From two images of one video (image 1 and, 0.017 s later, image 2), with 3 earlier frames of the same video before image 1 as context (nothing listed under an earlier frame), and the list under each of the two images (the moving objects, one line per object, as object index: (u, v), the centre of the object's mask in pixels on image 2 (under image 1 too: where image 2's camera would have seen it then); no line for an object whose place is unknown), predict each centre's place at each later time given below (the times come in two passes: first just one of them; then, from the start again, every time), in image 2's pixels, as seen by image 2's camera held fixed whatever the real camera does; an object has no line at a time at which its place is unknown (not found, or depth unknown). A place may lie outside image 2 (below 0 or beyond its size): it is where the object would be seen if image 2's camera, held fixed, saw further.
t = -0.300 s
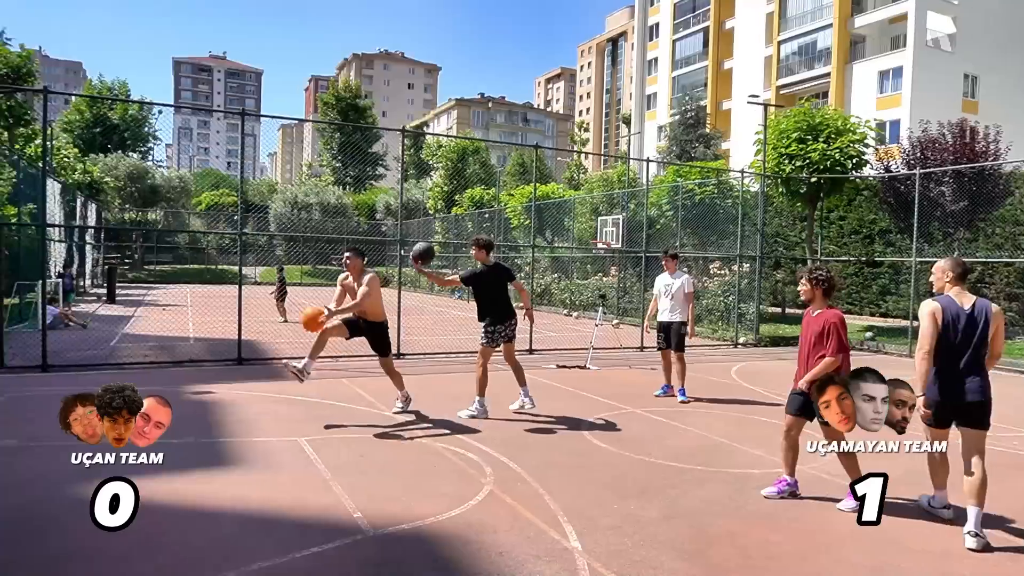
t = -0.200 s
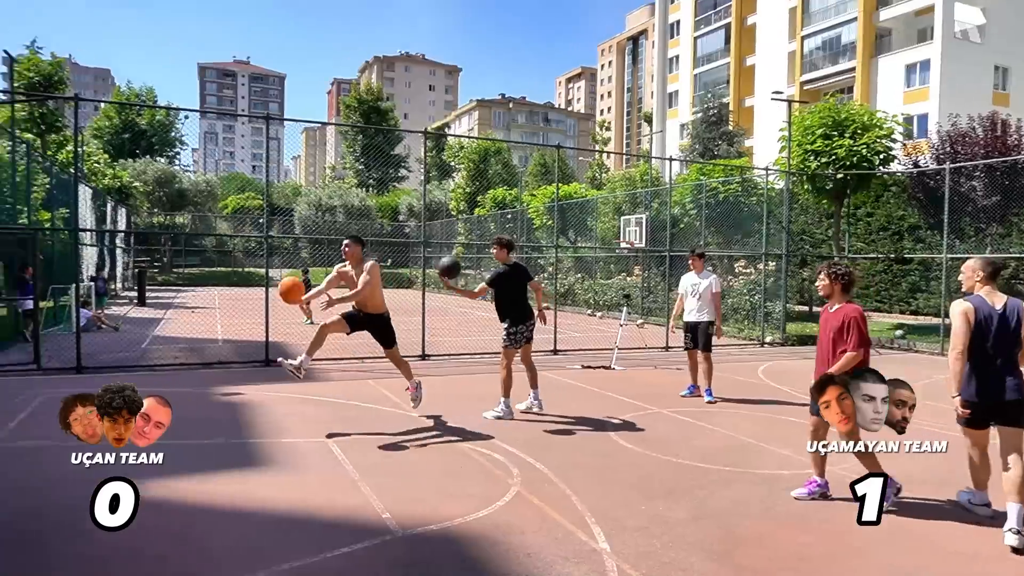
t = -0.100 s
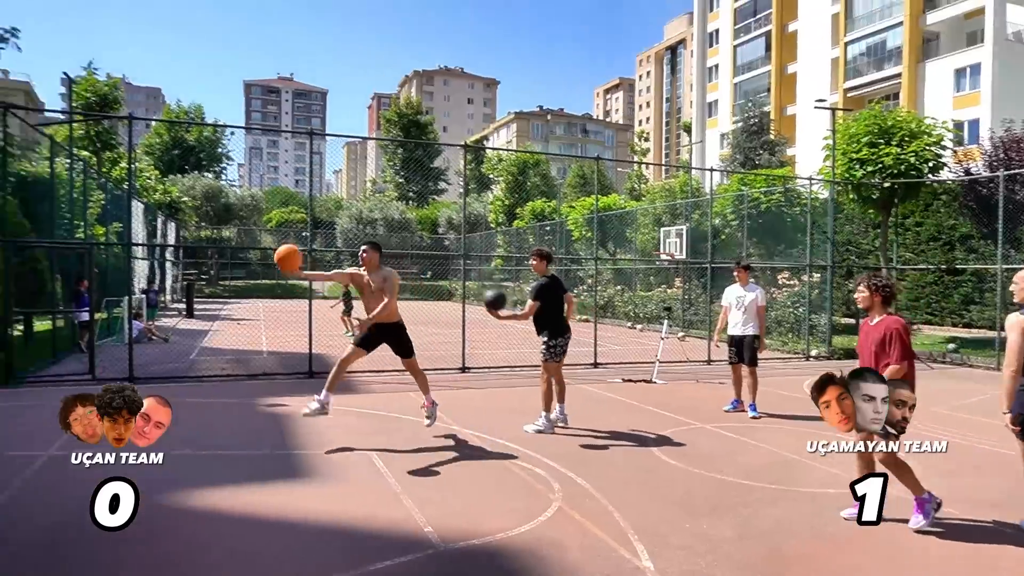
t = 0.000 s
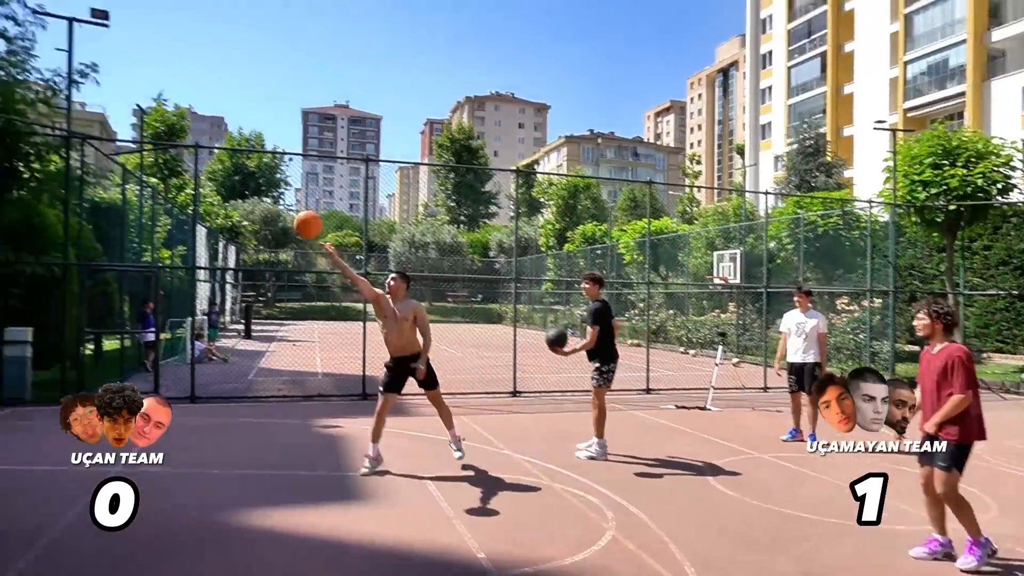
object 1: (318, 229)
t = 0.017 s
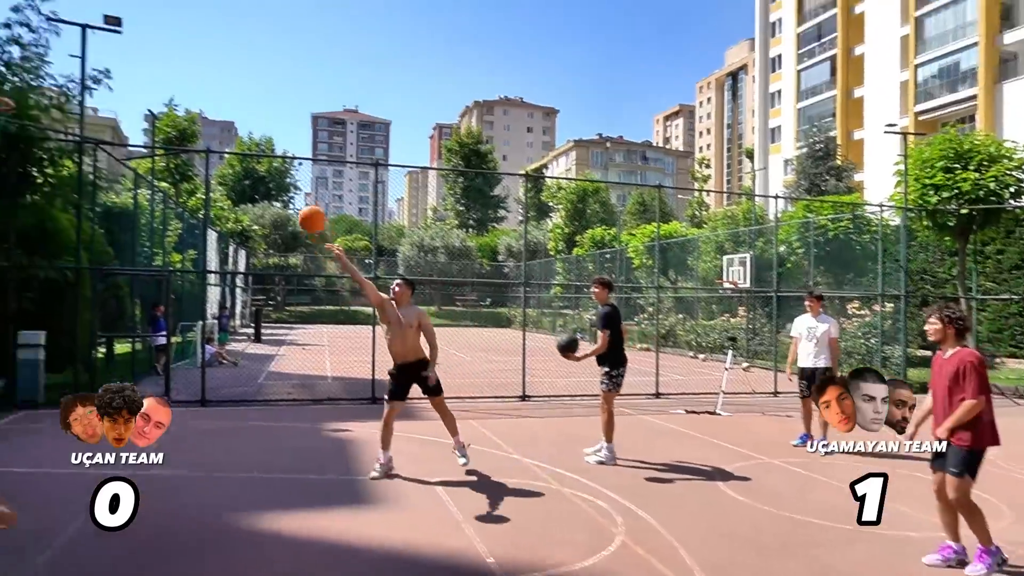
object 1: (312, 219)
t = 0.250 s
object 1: (225, 117)
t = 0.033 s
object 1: (306, 210)
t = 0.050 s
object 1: (300, 201)
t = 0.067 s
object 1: (293, 193)
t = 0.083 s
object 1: (287, 185)
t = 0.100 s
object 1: (282, 177)
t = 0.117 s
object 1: (276, 170)
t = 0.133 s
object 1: (269, 163)
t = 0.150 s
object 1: (263, 155)
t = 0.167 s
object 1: (257, 148)
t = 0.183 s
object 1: (250, 142)
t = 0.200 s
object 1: (244, 135)
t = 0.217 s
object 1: (237, 129)
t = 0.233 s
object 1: (231, 123)
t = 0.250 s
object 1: (225, 117)
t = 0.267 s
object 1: (218, 111)
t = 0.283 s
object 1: (211, 106)
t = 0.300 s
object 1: (204, 101)
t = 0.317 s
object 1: (197, 97)
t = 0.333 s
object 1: (190, 92)
